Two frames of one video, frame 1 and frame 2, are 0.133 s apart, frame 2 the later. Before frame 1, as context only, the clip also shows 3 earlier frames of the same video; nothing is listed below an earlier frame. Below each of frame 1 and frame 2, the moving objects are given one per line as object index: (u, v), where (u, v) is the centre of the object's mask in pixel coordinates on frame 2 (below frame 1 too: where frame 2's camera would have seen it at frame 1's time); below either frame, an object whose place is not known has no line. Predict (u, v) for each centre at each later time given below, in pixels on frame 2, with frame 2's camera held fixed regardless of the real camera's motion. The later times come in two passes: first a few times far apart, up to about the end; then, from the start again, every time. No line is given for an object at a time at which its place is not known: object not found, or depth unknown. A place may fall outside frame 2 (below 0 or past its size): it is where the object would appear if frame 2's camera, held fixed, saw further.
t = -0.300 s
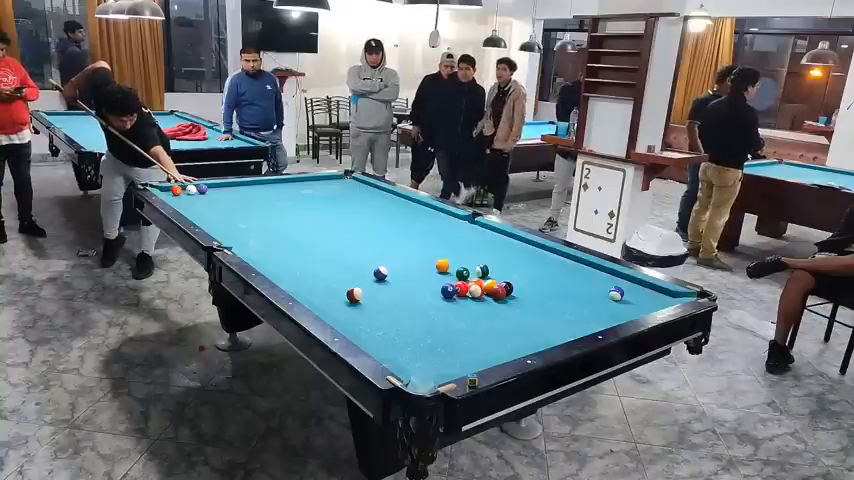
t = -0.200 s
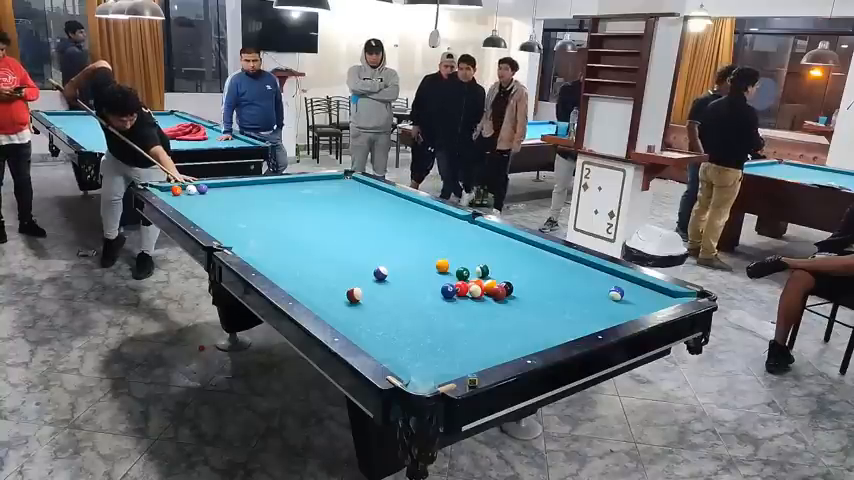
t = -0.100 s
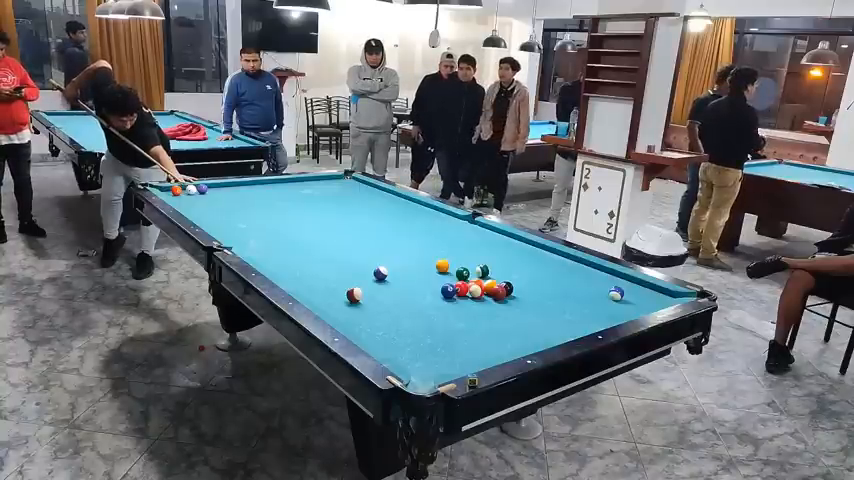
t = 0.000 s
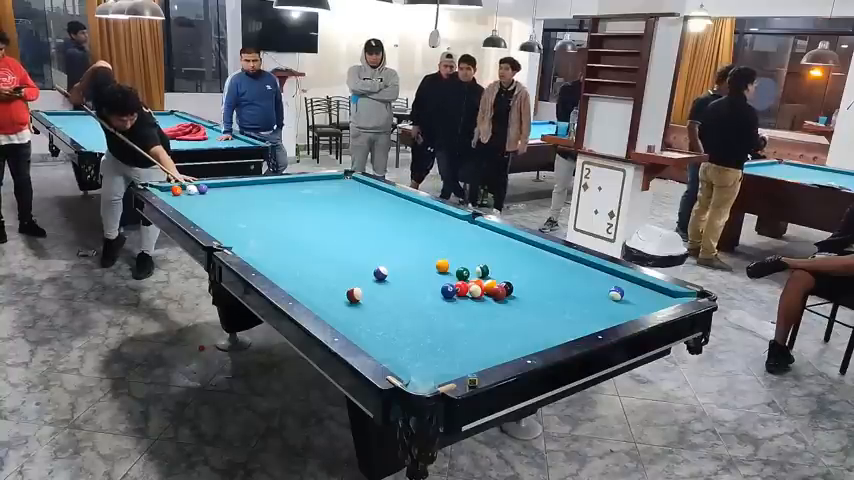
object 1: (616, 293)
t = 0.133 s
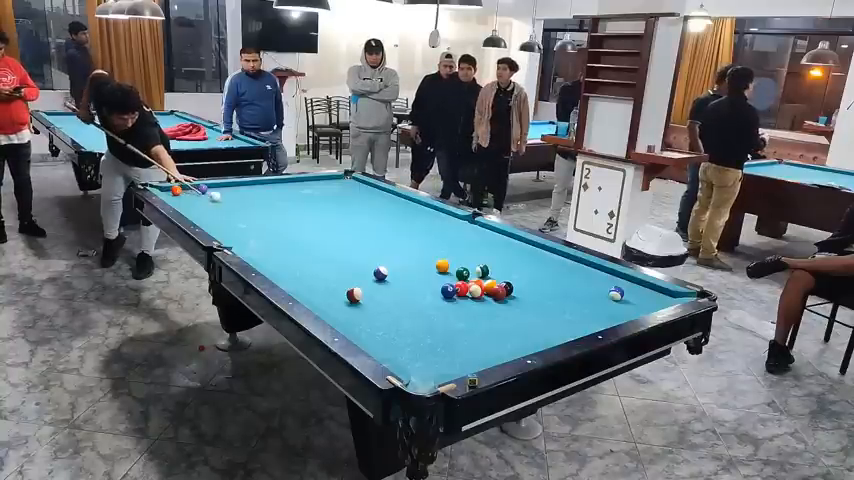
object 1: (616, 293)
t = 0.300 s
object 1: (616, 293)
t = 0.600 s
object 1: (616, 293)
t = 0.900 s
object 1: (616, 293)
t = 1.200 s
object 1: (616, 293)
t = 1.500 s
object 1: (616, 293)
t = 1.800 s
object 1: (616, 293)
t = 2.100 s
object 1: (616, 293)
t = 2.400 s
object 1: (641, 301)
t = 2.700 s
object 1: (631, 296)
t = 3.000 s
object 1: (610, 287)
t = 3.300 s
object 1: (592, 280)
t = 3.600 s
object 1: (576, 273)
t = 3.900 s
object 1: (562, 268)
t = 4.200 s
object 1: (551, 262)
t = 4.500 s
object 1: (540, 258)
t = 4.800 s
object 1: (532, 255)
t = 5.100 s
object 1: (525, 252)
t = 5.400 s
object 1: (519, 249)
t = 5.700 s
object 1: (514, 247)
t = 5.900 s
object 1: (511, 247)
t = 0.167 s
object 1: (616, 293)
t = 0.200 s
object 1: (616, 293)
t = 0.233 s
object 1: (616, 293)
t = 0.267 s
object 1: (616, 293)
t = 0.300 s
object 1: (616, 293)
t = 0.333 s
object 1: (616, 293)
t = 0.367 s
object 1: (616, 293)
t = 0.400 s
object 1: (616, 293)
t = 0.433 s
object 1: (616, 293)
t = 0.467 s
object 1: (616, 293)
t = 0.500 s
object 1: (616, 293)
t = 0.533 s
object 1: (616, 293)
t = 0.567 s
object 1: (616, 293)
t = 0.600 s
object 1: (616, 293)
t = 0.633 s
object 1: (616, 293)
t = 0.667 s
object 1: (616, 293)
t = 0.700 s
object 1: (616, 293)
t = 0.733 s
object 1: (616, 293)
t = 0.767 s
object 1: (616, 293)
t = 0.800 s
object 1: (616, 293)
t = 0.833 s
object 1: (616, 293)
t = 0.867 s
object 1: (616, 293)
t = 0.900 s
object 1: (616, 293)
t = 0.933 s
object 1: (616, 293)
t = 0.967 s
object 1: (616, 293)
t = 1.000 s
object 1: (616, 293)
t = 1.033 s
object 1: (616, 293)
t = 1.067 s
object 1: (616, 293)
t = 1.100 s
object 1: (616, 293)
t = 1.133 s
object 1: (616, 293)
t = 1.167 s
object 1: (616, 293)
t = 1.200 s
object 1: (616, 293)
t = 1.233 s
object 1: (616, 293)
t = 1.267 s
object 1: (616, 293)
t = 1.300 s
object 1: (616, 293)
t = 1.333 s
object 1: (616, 293)
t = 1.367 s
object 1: (616, 293)
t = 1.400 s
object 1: (616, 293)
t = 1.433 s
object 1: (616, 293)
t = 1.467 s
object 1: (616, 293)
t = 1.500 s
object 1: (616, 293)
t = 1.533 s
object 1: (616, 293)
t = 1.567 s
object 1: (616, 293)
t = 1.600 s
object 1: (616, 293)
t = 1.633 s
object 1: (616, 293)
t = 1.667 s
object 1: (616, 293)
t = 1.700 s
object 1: (616, 293)
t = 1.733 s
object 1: (616, 293)
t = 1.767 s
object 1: (616, 293)
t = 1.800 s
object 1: (616, 293)
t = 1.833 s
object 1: (616, 293)
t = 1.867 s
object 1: (616, 293)
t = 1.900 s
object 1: (616, 293)
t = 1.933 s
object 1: (616, 293)
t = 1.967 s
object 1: (616, 293)
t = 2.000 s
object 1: (616, 293)
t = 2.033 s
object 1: (616, 293)
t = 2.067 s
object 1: (616, 293)
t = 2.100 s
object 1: (616, 293)
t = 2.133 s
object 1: (616, 293)
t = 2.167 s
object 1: (616, 293)
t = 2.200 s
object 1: (616, 293)
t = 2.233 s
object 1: (616, 293)
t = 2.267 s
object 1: (620, 294)
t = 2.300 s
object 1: (627, 297)
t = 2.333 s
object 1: (632, 299)
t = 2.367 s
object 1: (636, 300)
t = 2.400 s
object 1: (641, 301)
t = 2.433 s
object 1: (645, 301)
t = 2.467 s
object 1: (648, 301)
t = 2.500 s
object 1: (646, 301)
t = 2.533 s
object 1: (643, 301)
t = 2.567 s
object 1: (640, 300)
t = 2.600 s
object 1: (639, 300)
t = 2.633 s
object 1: (636, 298)
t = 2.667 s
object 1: (633, 298)
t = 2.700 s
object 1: (631, 296)
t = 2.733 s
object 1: (628, 295)
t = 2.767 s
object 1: (626, 294)
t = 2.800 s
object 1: (624, 294)
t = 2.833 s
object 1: (621, 292)
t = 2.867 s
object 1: (618, 291)
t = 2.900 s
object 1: (616, 290)
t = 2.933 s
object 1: (614, 289)
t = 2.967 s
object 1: (612, 288)
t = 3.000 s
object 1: (610, 287)
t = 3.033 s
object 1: (608, 286)
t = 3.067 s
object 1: (606, 286)
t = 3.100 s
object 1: (603, 285)
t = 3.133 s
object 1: (602, 284)
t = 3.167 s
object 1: (600, 283)
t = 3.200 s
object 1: (598, 282)
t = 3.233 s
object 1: (596, 282)
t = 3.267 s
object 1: (594, 281)
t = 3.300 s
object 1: (592, 280)
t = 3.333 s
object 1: (591, 279)
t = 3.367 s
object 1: (589, 279)
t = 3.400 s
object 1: (587, 278)
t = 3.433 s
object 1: (585, 277)
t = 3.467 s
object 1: (583, 276)
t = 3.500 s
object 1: (581, 275)
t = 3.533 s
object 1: (579, 274)
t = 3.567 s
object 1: (577, 273)
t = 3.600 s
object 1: (576, 273)
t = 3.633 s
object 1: (574, 272)
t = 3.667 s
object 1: (573, 272)
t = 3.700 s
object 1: (571, 271)
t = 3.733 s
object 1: (569, 271)
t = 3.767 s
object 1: (568, 270)
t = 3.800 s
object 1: (567, 270)
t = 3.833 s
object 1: (565, 270)
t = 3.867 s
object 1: (564, 269)
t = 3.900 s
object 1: (562, 268)
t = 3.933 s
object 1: (562, 267)
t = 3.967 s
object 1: (560, 266)
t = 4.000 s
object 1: (559, 266)
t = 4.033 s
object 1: (557, 265)
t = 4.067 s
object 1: (556, 265)
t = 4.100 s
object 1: (554, 264)
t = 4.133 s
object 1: (553, 264)
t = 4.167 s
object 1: (552, 263)
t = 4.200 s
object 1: (551, 262)
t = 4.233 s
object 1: (549, 262)
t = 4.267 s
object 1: (548, 261)
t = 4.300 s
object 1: (547, 261)
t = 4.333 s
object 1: (546, 260)
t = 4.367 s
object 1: (545, 260)
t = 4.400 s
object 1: (544, 260)
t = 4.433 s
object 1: (542, 259)
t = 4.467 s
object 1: (541, 259)
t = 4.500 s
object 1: (540, 258)
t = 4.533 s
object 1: (539, 258)
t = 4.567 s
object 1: (538, 258)
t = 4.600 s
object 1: (537, 257)
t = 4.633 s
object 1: (536, 257)
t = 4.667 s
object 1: (535, 257)
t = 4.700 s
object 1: (535, 257)
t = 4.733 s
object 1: (534, 256)
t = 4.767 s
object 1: (533, 256)
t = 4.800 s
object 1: (532, 255)
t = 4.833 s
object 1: (531, 255)
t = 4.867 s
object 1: (530, 255)
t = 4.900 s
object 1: (530, 254)
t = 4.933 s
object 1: (529, 254)
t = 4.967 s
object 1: (528, 253)
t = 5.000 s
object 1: (527, 253)
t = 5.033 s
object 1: (527, 253)
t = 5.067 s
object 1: (526, 252)
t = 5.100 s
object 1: (525, 252)
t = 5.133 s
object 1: (524, 252)
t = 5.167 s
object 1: (523, 251)
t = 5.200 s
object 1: (522, 251)
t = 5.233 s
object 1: (522, 251)
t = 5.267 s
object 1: (521, 250)
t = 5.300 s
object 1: (520, 250)
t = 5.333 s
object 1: (519, 250)
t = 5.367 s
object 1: (519, 249)
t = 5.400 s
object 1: (519, 249)
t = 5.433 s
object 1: (518, 249)
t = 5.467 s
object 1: (517, 249)
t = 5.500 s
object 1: (517, 248)
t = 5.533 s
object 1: (516, 248)
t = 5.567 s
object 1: (516, 248)
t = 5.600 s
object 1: (515, 248)
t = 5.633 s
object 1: (515, 248)
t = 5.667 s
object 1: (515, 248)
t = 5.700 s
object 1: (514, 247)
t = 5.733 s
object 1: (514, 247)
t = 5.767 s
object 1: (513, 247)
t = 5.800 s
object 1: (512, 247)
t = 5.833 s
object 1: (512, 247)
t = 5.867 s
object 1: (512, 247)
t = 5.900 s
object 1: (511, 247)
